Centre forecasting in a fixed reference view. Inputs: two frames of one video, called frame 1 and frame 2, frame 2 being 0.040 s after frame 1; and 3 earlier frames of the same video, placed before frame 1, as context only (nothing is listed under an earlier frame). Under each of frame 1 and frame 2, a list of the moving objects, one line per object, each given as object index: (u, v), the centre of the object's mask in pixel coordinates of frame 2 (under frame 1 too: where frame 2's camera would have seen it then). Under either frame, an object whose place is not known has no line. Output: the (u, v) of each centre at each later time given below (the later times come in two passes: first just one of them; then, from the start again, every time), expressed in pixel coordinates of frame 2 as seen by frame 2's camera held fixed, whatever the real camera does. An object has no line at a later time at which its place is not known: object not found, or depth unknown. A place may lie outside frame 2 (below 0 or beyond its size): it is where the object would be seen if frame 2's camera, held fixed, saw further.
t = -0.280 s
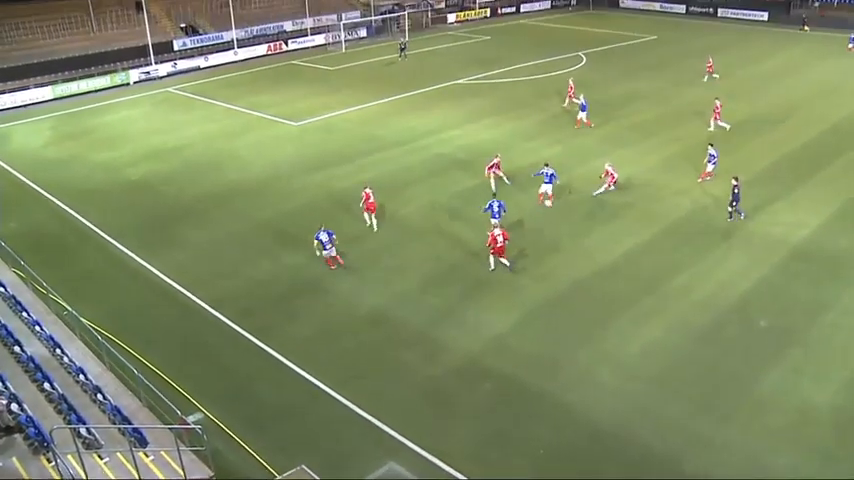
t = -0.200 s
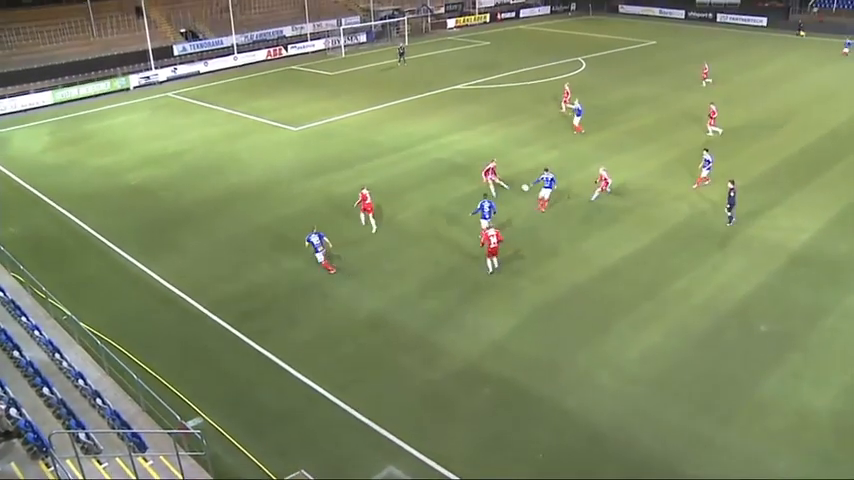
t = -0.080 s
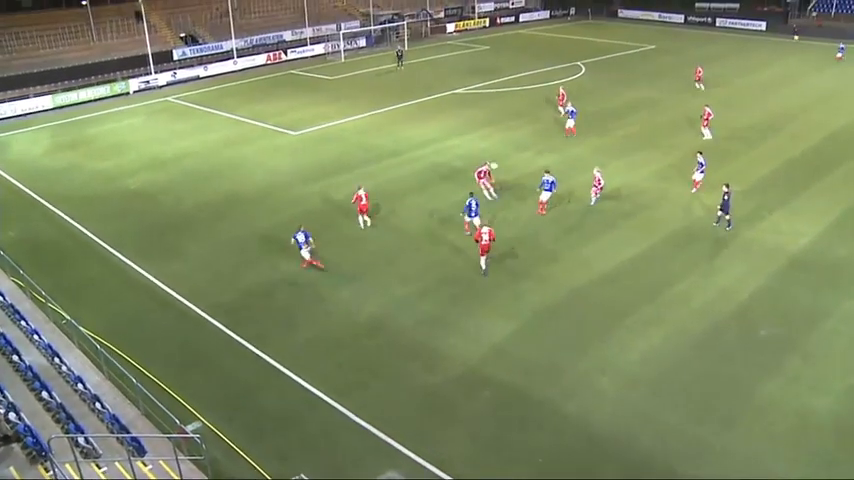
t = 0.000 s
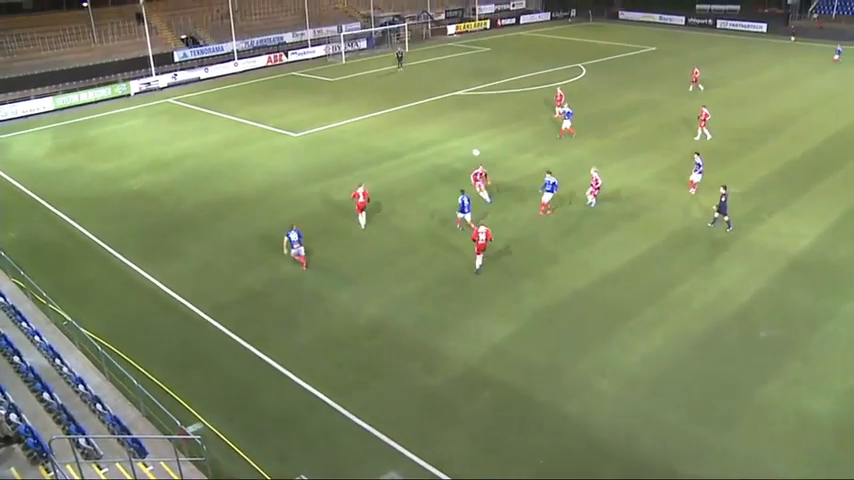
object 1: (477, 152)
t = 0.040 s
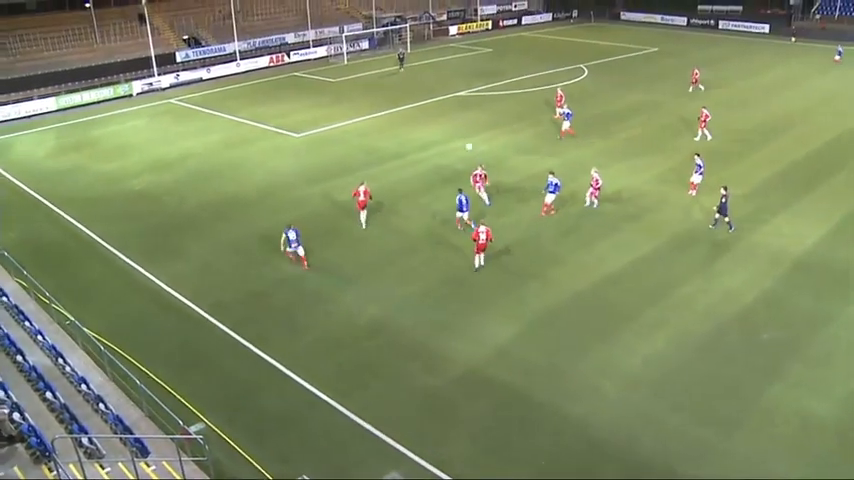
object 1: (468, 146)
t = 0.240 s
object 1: (432, 123)
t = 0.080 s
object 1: (460, 141)
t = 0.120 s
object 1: (453, 136)
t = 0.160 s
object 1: (446, 132)
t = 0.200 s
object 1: (439, 128)
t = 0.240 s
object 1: (432, 123)
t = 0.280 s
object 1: (426, 121)
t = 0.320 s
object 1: (420, 118)
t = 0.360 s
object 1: (415, 115)
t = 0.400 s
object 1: (410, 114)
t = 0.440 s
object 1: (405, 112)
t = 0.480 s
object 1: (400, 111)
